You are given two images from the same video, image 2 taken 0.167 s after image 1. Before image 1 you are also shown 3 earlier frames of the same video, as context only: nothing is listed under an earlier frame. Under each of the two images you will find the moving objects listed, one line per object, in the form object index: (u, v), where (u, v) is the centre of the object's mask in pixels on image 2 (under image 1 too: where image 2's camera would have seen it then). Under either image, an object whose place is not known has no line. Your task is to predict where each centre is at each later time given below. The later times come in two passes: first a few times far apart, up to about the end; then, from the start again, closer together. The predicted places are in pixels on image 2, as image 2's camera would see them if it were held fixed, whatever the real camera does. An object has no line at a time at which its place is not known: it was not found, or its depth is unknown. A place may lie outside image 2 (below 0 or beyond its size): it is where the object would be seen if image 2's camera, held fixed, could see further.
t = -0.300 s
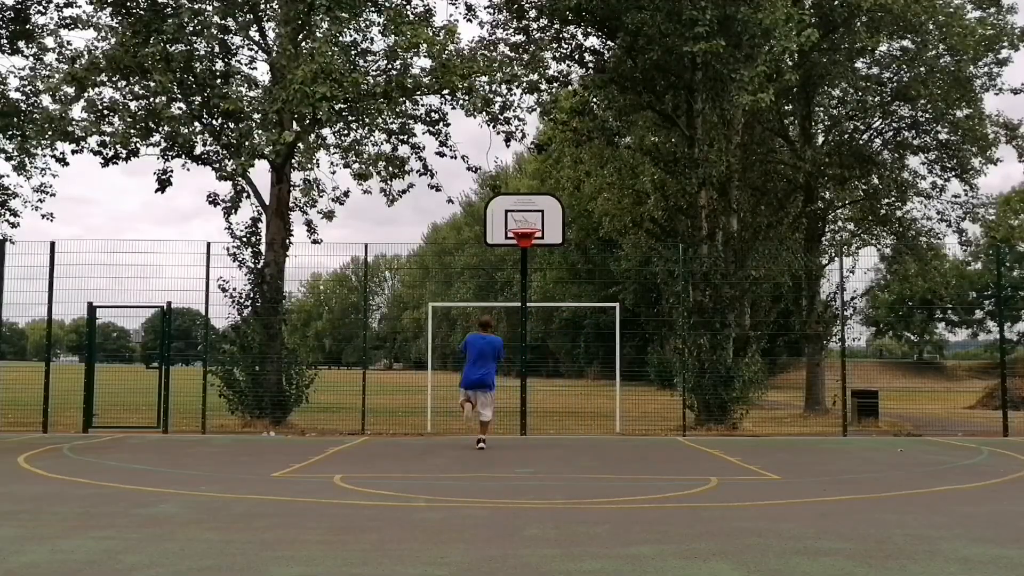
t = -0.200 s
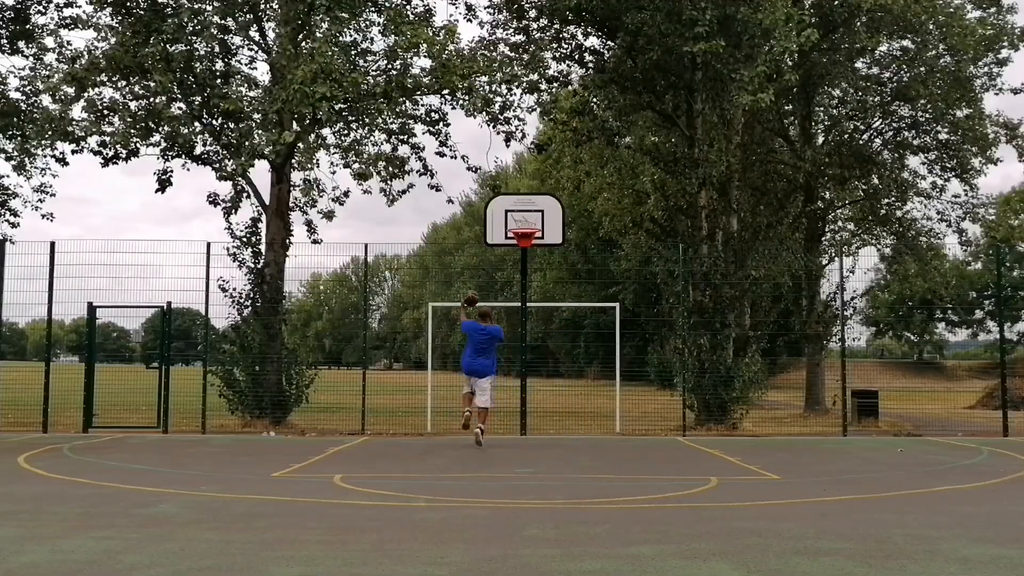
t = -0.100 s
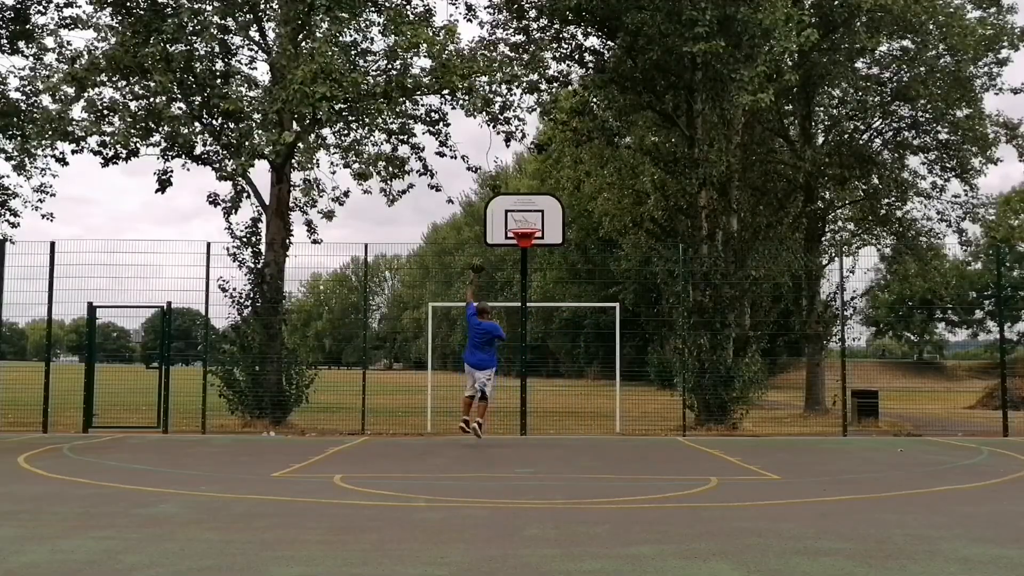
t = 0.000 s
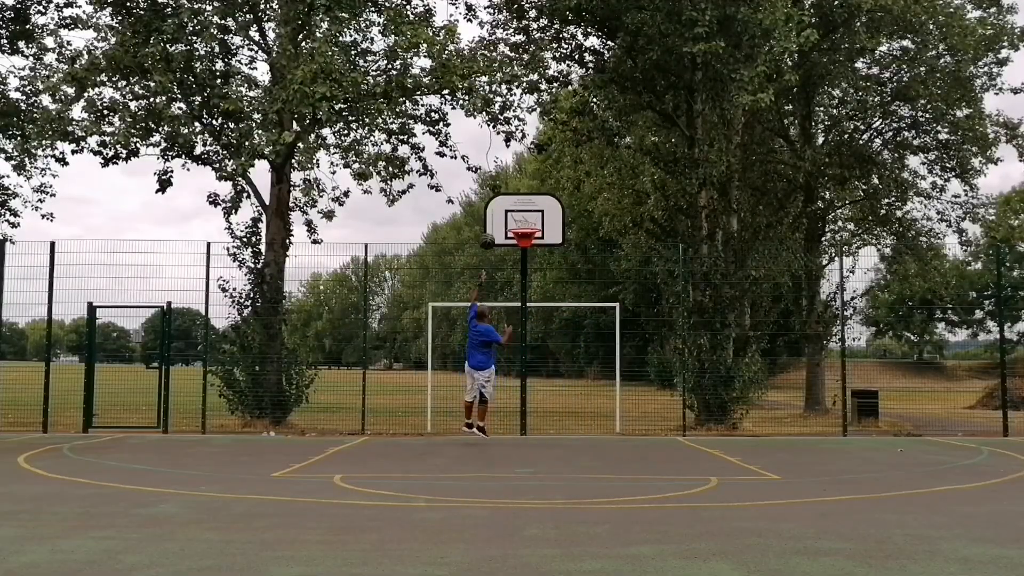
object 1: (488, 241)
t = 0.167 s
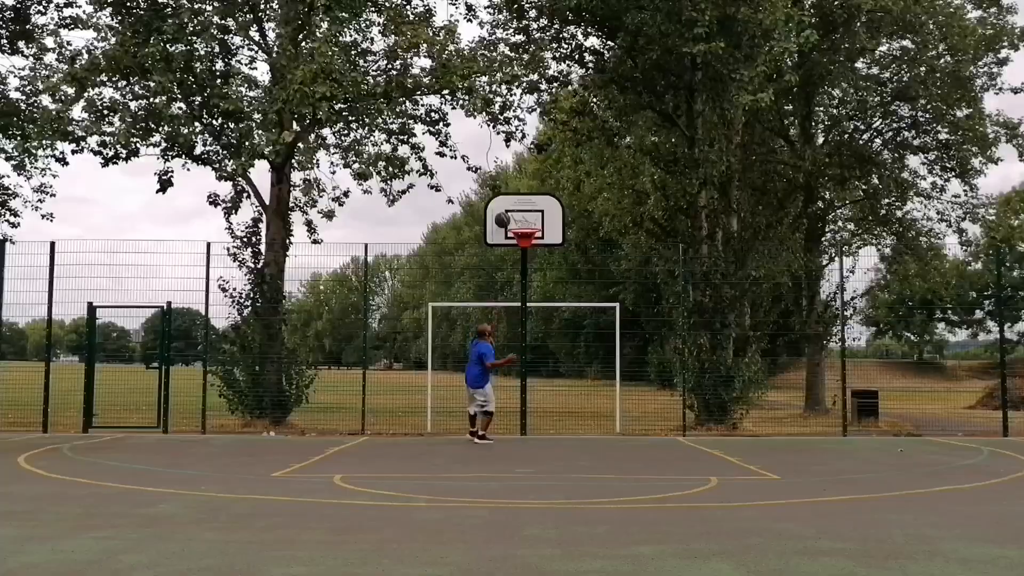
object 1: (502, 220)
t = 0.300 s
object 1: (513, 219)
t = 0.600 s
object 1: (528, 261)
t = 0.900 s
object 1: (537, 361)
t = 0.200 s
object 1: (505, 219)
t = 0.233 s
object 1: (508, 218)
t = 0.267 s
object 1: (511, 218)
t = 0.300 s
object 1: (513, 219)
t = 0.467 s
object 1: (525, 237)
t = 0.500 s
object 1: (526, 240)
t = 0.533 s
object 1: (527, 246)
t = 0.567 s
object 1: (528, 253)
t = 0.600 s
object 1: (528, 261)
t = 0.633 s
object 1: (529, 269)
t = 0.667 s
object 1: (530, 278)
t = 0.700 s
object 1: (531, 289)
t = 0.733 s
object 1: (533, 298)
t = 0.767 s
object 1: (533, 310)
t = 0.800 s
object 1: (534, 321)
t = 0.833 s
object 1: (536, 335)
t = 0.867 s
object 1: (536, 347)
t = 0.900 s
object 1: (537, 361)
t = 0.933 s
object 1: (538, 376)
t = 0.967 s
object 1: (539, 392)
